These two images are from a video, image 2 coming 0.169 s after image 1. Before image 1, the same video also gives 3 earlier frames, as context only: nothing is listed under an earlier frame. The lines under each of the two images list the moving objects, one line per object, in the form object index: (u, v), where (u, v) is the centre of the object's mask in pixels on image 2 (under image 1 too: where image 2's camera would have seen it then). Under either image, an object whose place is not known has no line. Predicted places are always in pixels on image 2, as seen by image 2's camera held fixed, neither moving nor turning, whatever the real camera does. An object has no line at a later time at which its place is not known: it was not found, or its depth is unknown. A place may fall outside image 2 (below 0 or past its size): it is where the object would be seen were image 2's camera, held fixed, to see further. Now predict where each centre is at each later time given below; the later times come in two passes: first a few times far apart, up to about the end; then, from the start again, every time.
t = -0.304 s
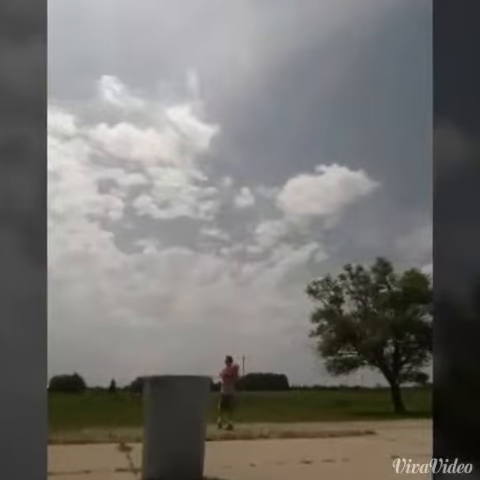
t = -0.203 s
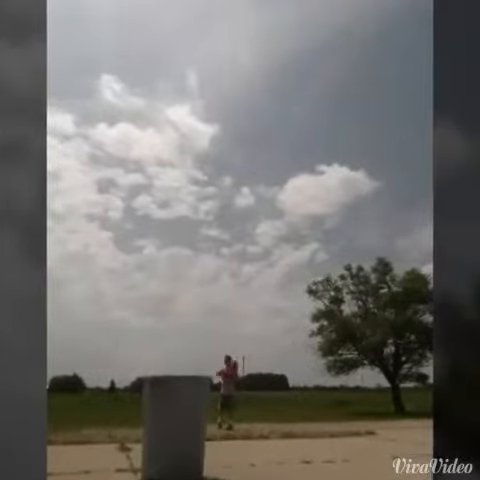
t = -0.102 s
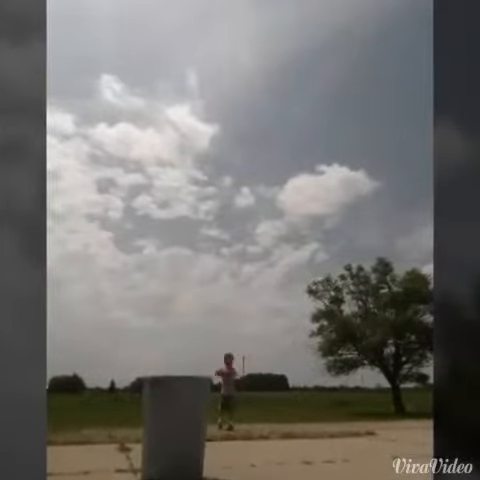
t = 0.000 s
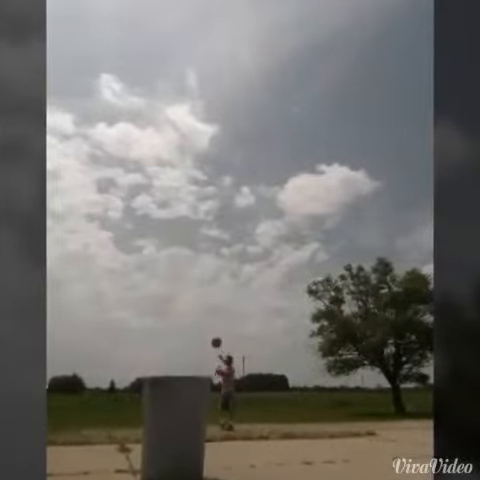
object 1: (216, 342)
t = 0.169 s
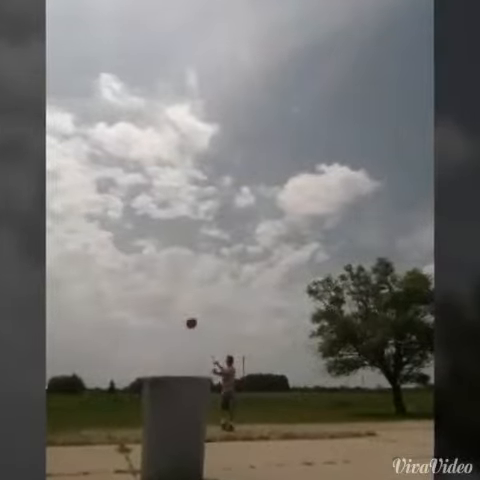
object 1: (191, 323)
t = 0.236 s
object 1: (180, 318)
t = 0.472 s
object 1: (134, 315)
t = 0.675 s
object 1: (80, 339)
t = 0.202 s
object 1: (186, 320)
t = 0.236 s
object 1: (180, 318)
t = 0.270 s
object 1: (174, 316)
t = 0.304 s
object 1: (168, 315)
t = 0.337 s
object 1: (162, 314)
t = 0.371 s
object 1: (156, 313)
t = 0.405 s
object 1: (149, 313)
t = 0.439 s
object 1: (142, 314)
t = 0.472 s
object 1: (134, 315)
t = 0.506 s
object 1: (126, 318)
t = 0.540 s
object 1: (118, 320)
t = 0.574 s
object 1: (109, 324)
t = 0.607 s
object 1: (100, 328)
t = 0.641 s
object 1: (90, 333)
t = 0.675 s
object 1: (80, 339)
